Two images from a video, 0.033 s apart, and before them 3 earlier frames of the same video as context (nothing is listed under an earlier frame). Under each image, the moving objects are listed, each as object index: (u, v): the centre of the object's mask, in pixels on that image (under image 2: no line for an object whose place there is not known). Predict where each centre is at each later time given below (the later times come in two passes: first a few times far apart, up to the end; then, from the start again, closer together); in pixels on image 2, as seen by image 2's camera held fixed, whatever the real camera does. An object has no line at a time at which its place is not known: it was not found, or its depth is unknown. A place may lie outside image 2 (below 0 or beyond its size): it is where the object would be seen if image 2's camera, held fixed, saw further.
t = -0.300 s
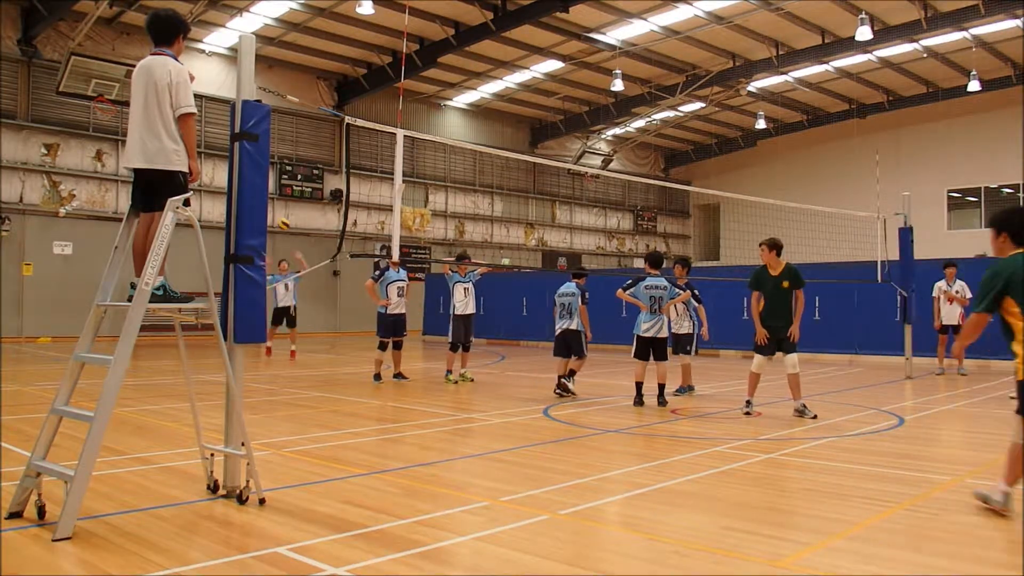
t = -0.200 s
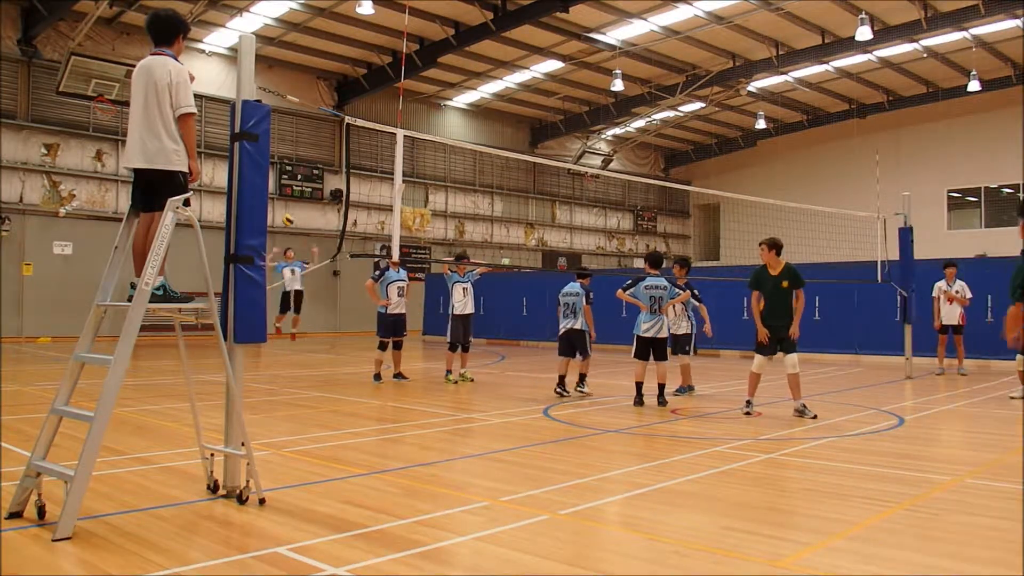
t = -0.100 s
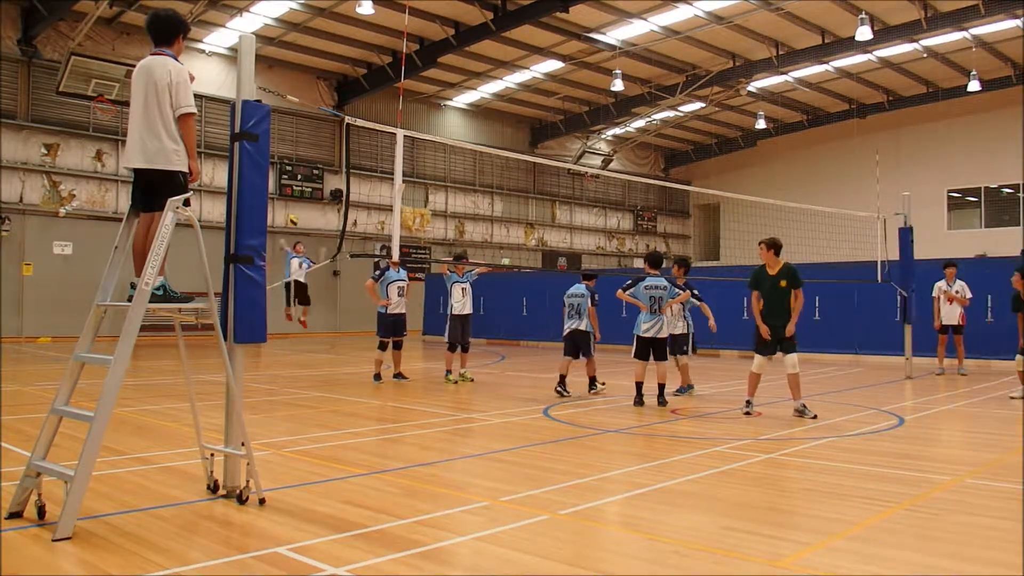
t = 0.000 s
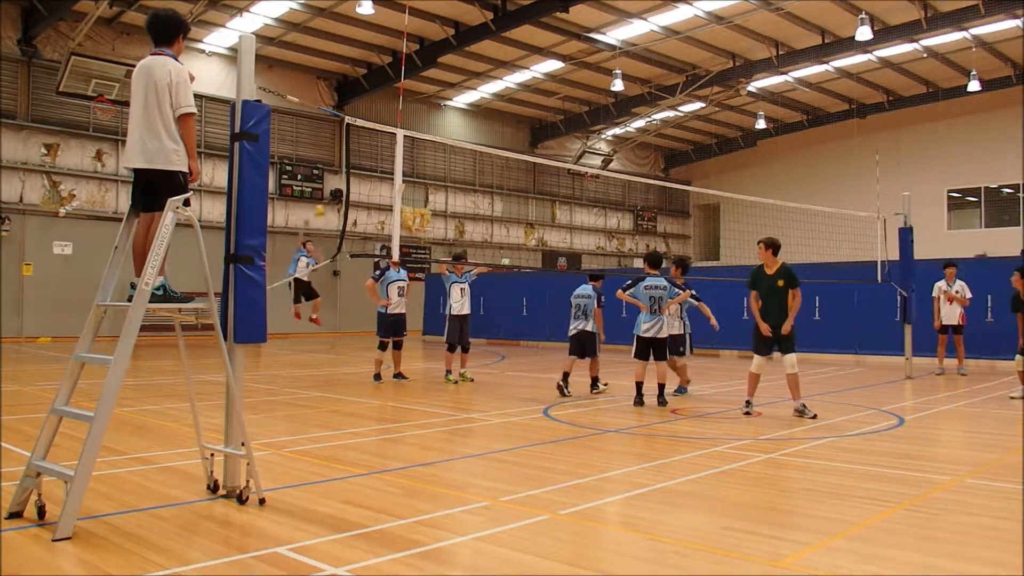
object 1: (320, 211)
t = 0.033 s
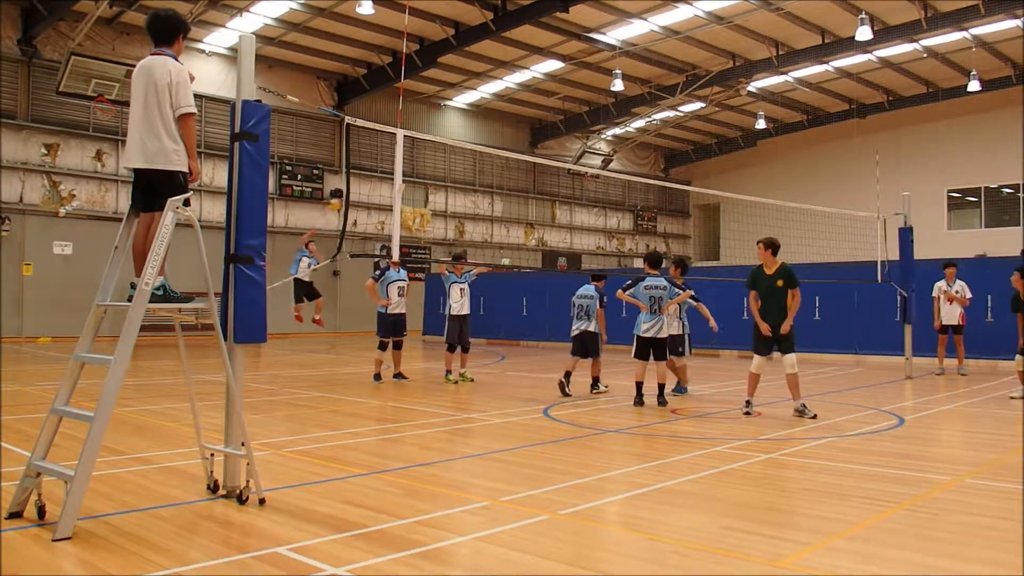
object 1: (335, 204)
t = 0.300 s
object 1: (475, 175)
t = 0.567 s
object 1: (653, 189)
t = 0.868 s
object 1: (796, 252)
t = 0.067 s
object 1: (353, 200)
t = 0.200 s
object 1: (420, 181)
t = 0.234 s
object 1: (437, 179)
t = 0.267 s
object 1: (456, 177)
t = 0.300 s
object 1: (475, 175)
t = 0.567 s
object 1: (653, 189)
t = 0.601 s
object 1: (679, 196)
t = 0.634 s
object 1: (706, 202)
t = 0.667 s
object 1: (733, 209)
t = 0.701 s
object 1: (760, 220)
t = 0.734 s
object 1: (783, 225)
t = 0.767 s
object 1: (796, 229)
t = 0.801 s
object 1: (799, 236)
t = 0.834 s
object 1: (800, 244)
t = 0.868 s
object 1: (796, 252)
